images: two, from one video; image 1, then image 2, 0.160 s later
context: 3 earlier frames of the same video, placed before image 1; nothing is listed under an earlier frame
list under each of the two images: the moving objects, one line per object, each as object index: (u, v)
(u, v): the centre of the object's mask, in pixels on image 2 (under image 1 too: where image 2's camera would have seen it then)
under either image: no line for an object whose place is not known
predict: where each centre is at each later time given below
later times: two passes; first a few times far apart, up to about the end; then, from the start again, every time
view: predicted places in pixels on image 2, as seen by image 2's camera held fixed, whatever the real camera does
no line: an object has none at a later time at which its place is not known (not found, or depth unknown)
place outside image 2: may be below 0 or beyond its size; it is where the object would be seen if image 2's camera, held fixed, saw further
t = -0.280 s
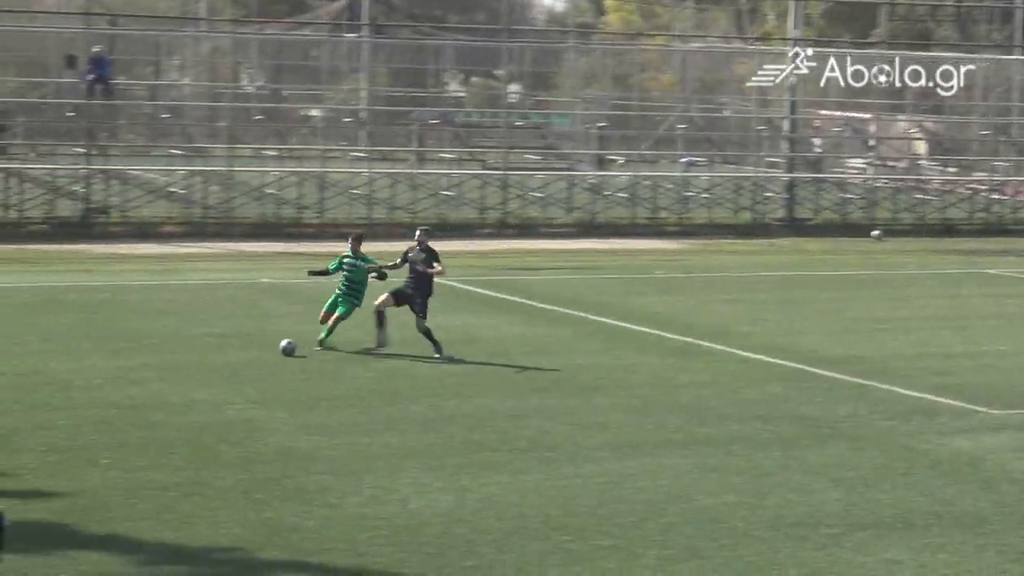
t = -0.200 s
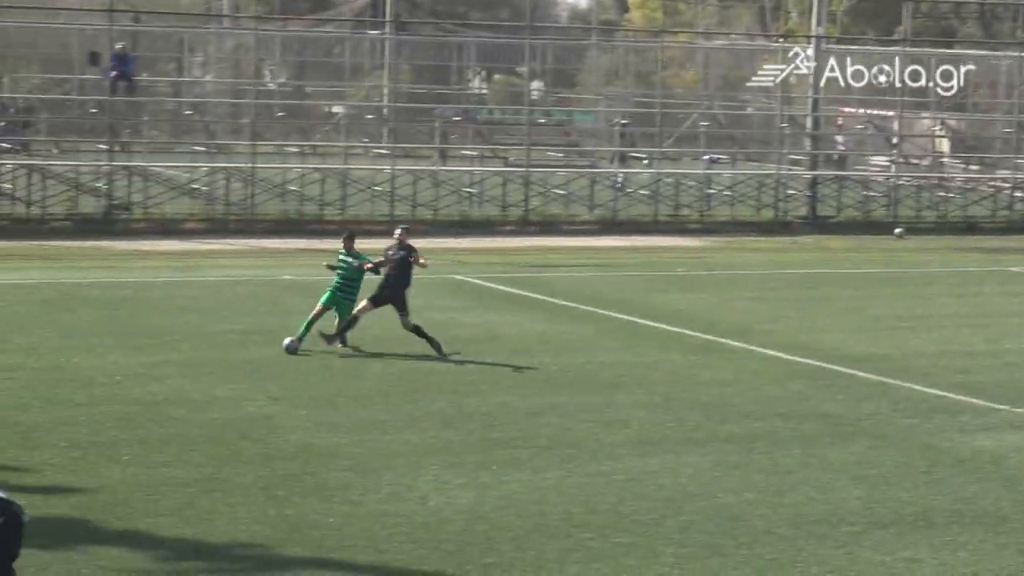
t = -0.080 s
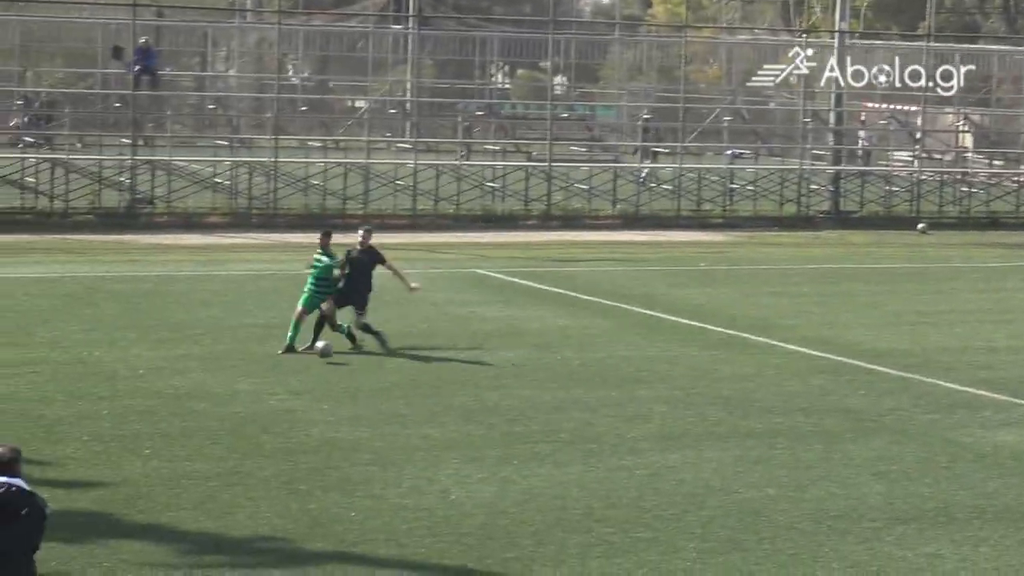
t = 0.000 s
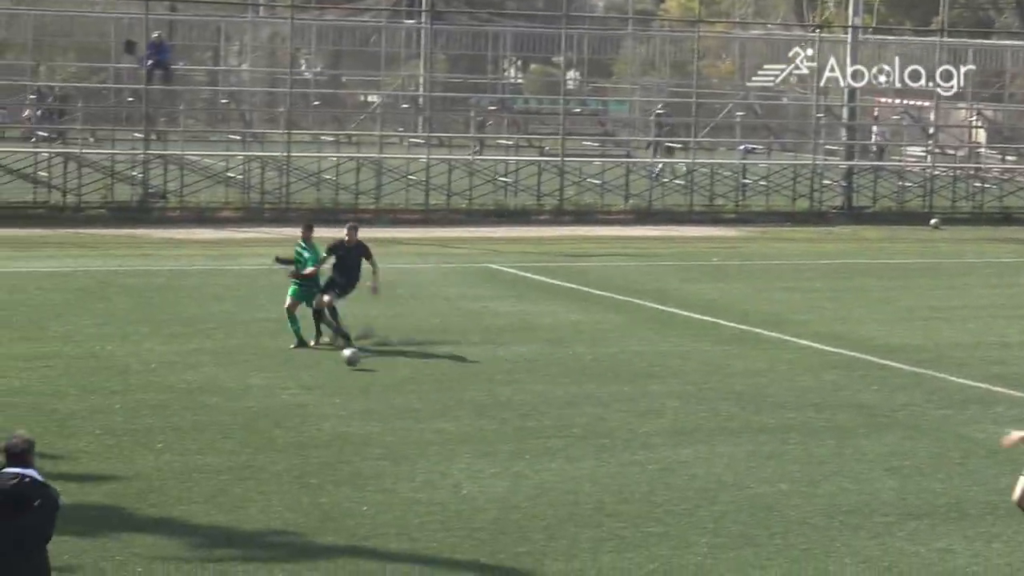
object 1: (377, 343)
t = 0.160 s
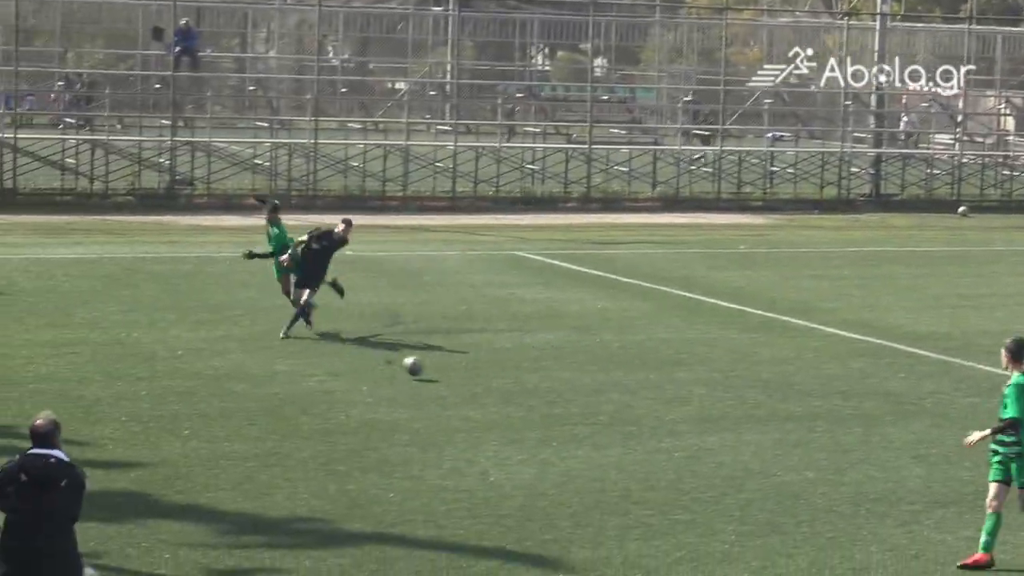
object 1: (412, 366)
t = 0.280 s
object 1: (443, 387)
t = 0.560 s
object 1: (512, 420)
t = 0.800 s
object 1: (563, 450)
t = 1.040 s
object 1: (611, 481)
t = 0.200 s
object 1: (422, 372)
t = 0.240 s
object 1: (433, 381)
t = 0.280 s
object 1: (443, 387)
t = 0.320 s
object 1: (452, 388)
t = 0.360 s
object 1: (462, 391)
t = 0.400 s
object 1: (471, 397)
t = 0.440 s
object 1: (482, 404)
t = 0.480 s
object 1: (493, 413)
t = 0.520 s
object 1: (503, 419)
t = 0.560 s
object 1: (512, 420)
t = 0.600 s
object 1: (520, 423)
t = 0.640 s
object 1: (529, 428)
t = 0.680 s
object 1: (538, 435)
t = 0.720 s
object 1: (547, 444)
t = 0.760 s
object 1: (555, 448)
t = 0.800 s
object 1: (563, 450)
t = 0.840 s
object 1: (571, 455)
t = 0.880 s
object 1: (579, 462)
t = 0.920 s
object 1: (587, 467)
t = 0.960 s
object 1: (595, 470)
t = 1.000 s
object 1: (603, 475)
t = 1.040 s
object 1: (611, 481)
